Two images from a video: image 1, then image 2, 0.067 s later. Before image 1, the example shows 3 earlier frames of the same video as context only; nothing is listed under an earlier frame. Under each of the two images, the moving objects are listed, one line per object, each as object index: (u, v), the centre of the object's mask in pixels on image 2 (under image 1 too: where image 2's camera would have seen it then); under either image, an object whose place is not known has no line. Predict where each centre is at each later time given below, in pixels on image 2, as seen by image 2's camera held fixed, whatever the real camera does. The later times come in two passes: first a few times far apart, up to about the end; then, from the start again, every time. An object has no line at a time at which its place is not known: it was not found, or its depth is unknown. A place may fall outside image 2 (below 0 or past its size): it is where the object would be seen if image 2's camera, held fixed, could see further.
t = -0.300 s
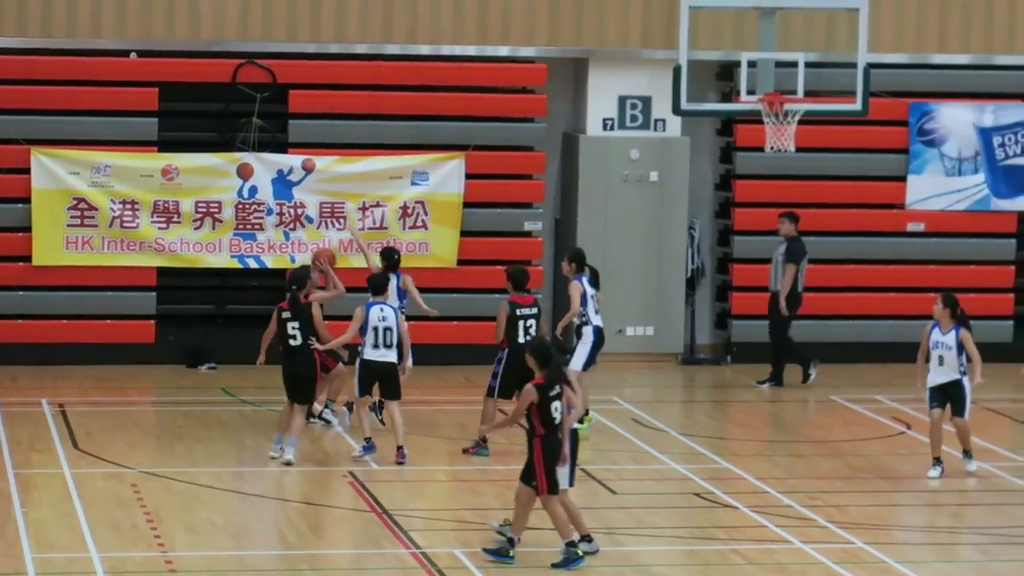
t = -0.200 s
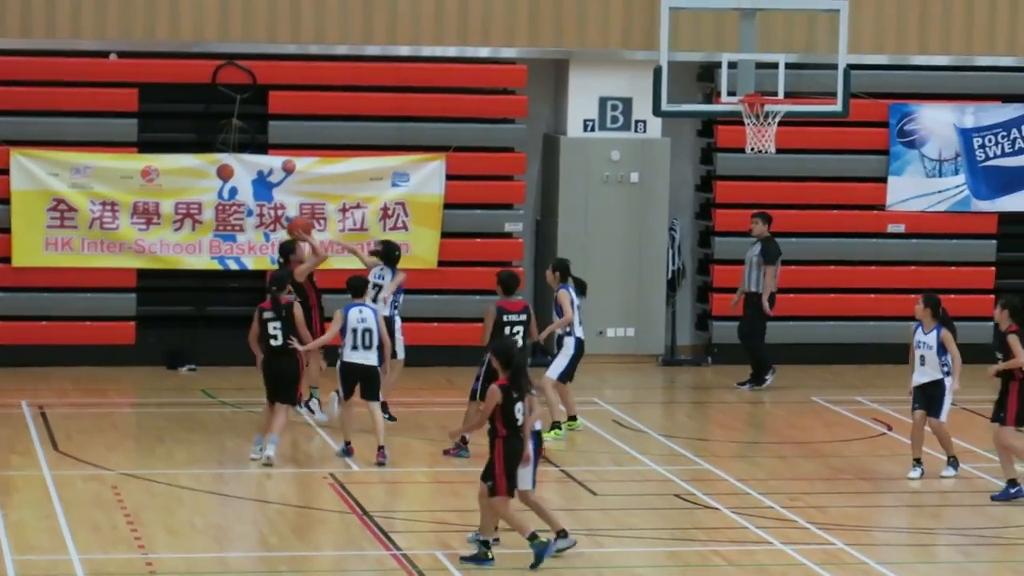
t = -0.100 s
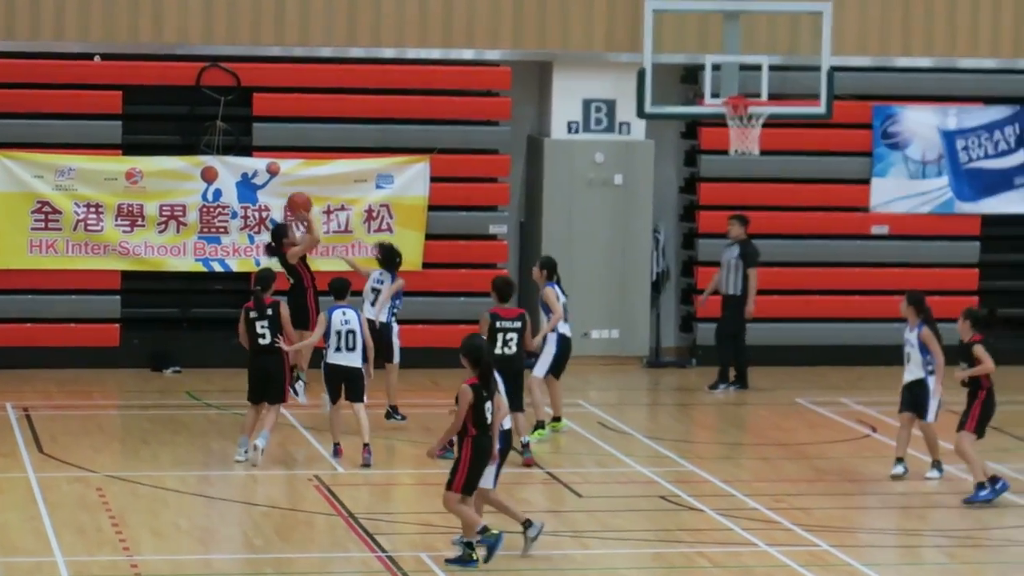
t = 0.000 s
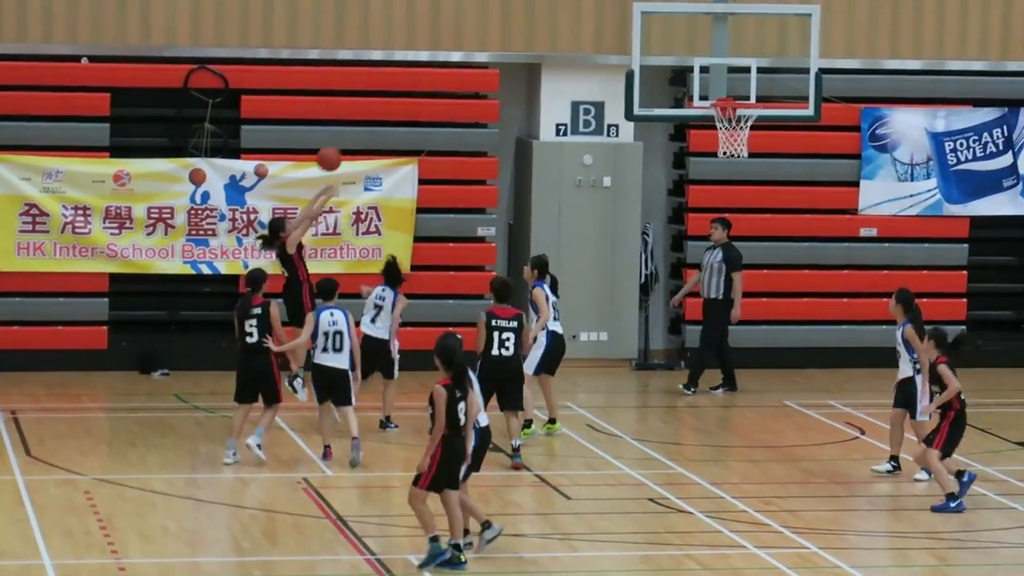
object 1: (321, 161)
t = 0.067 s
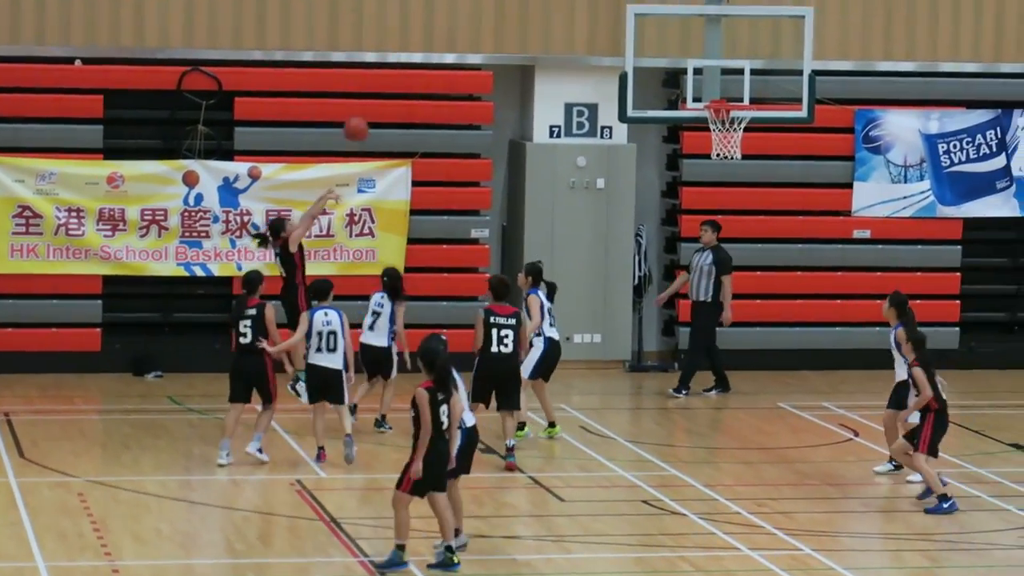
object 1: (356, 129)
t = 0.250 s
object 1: (446, 68)
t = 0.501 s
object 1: (562, 43)
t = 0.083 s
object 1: (364, 122)
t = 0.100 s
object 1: (372, 114)
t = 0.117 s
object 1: (380, 108)
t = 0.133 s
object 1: (389, 102)
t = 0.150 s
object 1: (397, 96)
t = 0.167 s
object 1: (405, 91)
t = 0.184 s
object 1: (413, 86)
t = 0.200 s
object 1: (421, 81)
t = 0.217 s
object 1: (429, 76)
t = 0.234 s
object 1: (437, 72)
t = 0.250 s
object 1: (446, 68)
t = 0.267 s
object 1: (454, 64)
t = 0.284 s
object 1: (461, 61)
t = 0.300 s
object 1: (470, 58)
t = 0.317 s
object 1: (478, 55)
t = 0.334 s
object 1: (485, 53)
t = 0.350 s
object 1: (493, 50)
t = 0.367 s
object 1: (501, 48)
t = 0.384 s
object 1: (509, 47)
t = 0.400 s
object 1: (516, 45)
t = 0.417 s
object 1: (524, 44)
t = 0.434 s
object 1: (532, 44)
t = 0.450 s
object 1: (539, 43)
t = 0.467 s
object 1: (547, 43)
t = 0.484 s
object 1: (555, 43)
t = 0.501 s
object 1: (562, 43)
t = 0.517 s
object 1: (570, 44)
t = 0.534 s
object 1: (577, 45)
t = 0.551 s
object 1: (586, 46)
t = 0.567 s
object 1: (593, 48)
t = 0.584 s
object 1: (601, 49)
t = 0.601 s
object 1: (610, 51)
